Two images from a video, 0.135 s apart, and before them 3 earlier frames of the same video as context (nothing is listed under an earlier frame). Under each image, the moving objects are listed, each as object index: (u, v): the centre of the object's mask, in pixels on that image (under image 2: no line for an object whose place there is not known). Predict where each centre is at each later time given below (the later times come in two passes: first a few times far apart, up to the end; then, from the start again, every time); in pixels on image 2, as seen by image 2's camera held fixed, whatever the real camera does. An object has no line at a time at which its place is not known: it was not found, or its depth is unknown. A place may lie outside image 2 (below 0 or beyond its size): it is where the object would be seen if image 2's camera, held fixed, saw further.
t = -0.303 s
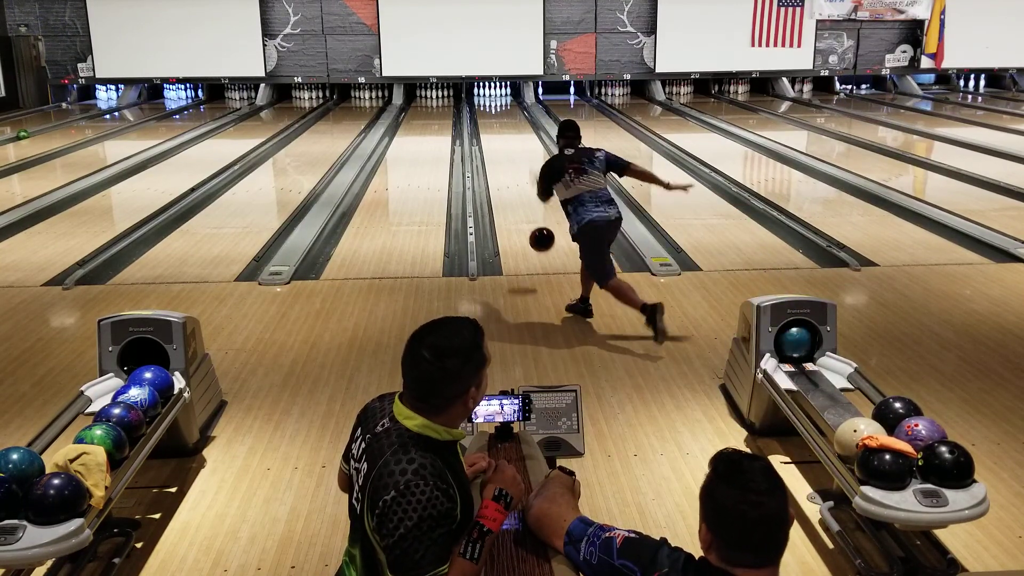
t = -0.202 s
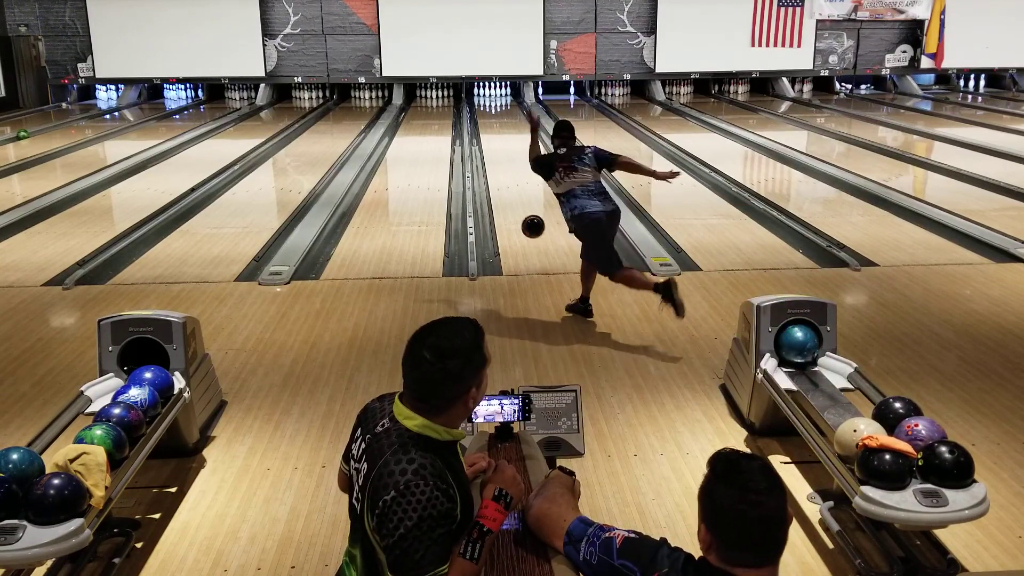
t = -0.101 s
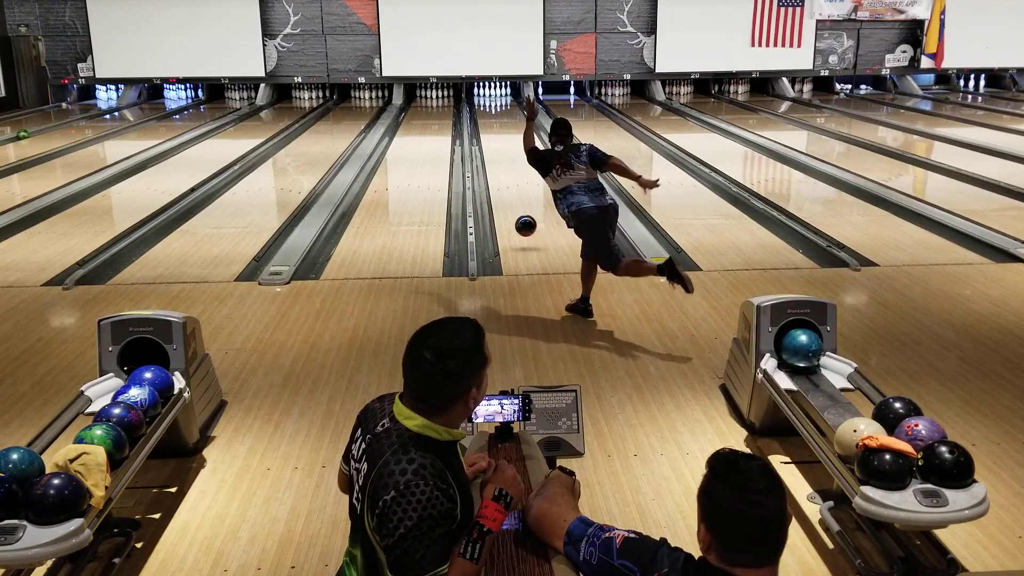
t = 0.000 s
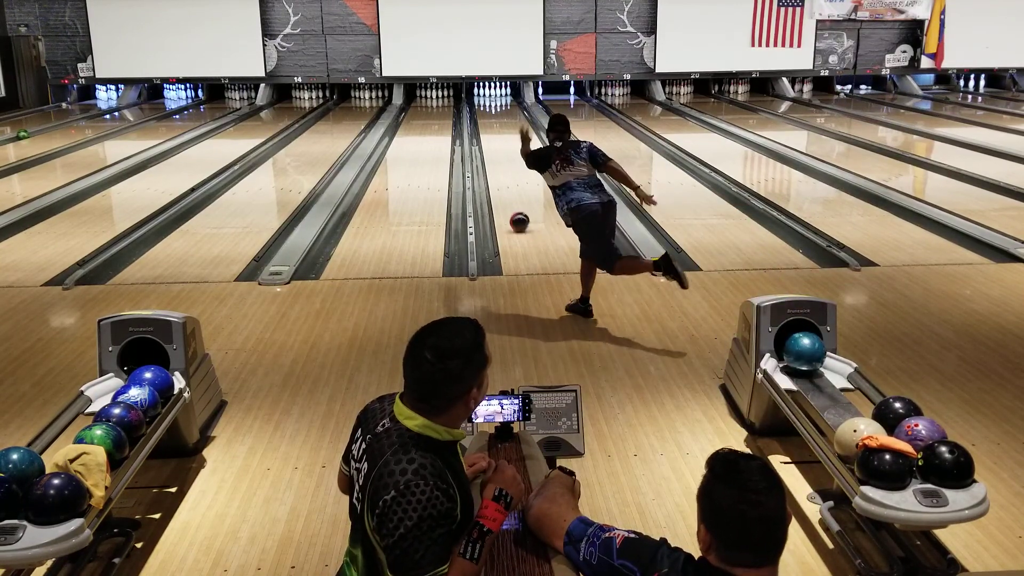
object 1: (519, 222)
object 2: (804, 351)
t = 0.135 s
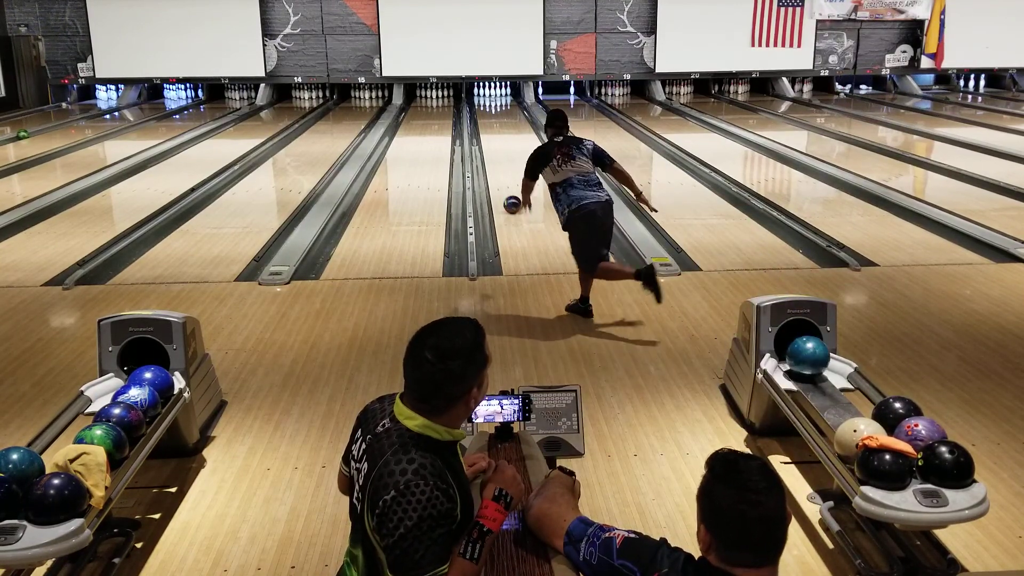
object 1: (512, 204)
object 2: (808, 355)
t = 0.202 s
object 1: (510, 196)
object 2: (810, 357)
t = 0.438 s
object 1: (501, 173)
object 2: (817, 366)
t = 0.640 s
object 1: (495, 157)
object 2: (825, 373)
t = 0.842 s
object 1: (491, 145)
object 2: (833, 381)
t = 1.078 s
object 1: (487, 133)
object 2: (845, 390)
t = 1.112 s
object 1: (487, 131)
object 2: (846, 392)
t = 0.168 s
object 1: (511, 201)
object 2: (809, 356)
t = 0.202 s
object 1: (510, 196)
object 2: (810, 357)
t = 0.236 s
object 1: (508, 193)
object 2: (811, 359)
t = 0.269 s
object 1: (507, 189)
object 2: (812, 360)
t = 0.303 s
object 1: (506, 185)
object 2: (813, 361)
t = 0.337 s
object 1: (504, 182)
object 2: (814, 362)
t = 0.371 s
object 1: (503, 179)
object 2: (815, 363)
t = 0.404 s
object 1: (502, 176)
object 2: (816, 364)
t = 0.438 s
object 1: (501, 173)
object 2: (817, 366)
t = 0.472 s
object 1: (500, 170)
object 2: (819, 367)
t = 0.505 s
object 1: (499, 167)
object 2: (820, 368)
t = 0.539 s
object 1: (498, 165)
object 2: (821, 369)
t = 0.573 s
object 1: (497, 162)
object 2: (822, 371)
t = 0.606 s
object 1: (496, 160)
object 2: (824, 372)
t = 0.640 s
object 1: (495, 157)
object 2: (825, 373)
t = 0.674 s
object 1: (494, 155)
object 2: (826, 374)
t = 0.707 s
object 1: (494, 153)
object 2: (828, 376)
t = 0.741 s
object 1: (493, 151)
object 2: (829, 377)
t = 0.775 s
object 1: (492, 149)
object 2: (830, 378)
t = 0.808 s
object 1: (492, 147)
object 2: (832, 379)
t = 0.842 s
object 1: (491, 145)
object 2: (833, 381)
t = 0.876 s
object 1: (490, 143)
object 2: (835, 382)
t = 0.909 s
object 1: (490, 141)
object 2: (836, 383)
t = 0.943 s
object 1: (489, 139)
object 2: (838, 385)
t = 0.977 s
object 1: (489, 138)
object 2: (839, 386)
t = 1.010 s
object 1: (488, 136)
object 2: (841, 388)
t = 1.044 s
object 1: (488, 134)
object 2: (843, 389)
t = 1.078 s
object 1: (487, 133)
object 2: (845, 390)
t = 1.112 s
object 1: (487, 131)
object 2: (846, 392)
